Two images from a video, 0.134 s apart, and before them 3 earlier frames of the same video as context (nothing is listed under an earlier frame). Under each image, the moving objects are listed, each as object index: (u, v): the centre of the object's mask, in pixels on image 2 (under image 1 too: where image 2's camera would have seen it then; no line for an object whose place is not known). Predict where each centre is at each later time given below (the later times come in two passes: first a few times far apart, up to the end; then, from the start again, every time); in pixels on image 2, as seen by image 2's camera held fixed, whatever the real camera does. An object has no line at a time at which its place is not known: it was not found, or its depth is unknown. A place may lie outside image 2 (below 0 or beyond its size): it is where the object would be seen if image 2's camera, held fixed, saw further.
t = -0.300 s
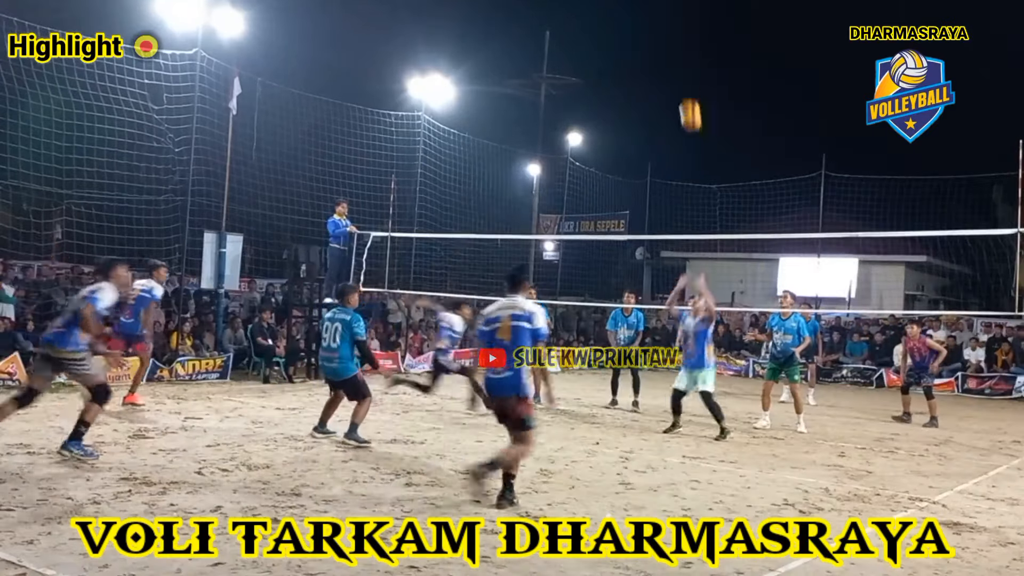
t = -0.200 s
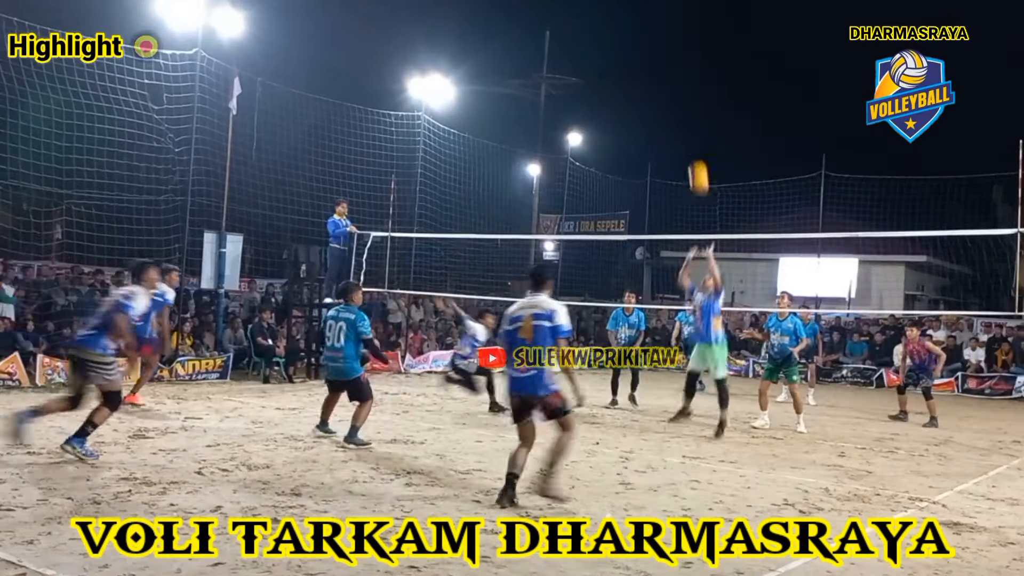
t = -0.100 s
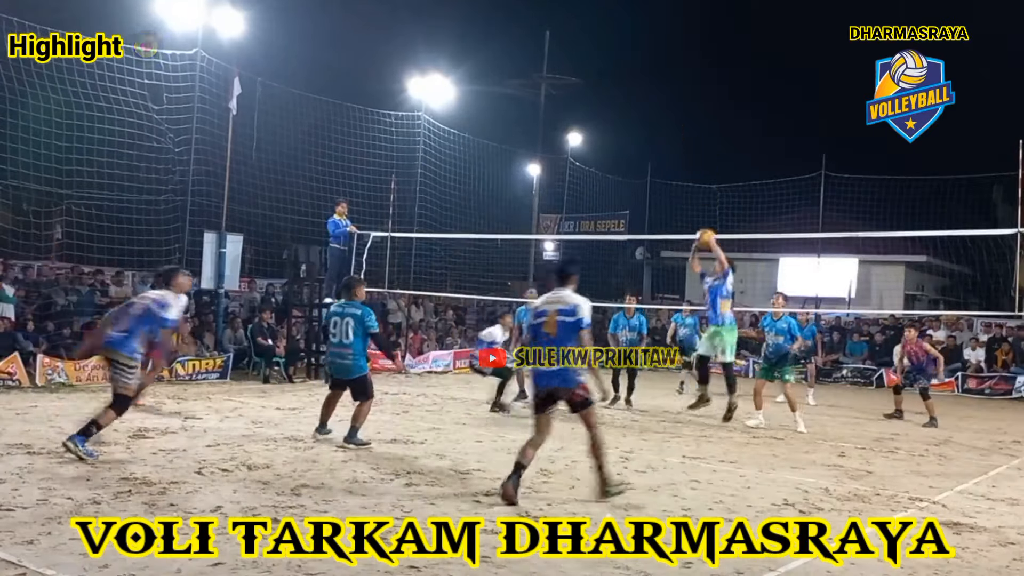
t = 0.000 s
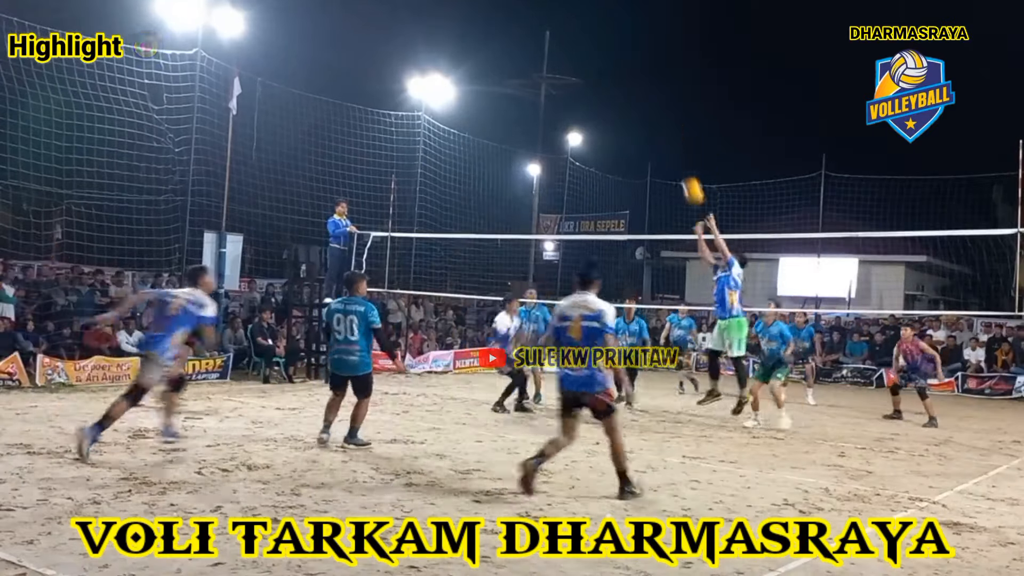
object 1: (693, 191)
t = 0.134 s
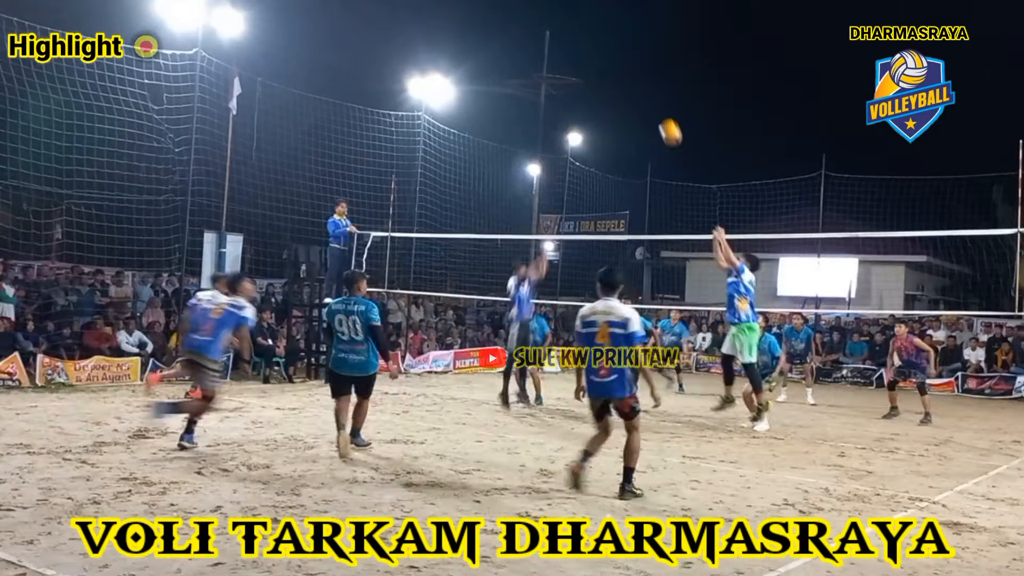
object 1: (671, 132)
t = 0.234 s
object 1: (654, 99)
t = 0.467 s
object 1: (613, 55)
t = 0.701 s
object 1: (572, 58)
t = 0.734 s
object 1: (566, 62)
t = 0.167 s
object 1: (665, 120)
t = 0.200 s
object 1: (659, 109)
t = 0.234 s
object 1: (654, 99)
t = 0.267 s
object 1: (648, 90)
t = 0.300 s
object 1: (642, 82)
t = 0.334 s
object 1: (636, 74)
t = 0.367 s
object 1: (630, 68)
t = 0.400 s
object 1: (625, 63)
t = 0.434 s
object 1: (619, 58)
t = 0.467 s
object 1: (613, 55)
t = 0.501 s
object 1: (607, 53)
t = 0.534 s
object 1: (601, 51)
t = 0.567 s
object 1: (595, 51)
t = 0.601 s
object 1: (589, 51)
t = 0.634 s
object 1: (584, 52)
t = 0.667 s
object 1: (577, 54)
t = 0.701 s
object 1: (572, 58)
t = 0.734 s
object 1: (566, 62)
